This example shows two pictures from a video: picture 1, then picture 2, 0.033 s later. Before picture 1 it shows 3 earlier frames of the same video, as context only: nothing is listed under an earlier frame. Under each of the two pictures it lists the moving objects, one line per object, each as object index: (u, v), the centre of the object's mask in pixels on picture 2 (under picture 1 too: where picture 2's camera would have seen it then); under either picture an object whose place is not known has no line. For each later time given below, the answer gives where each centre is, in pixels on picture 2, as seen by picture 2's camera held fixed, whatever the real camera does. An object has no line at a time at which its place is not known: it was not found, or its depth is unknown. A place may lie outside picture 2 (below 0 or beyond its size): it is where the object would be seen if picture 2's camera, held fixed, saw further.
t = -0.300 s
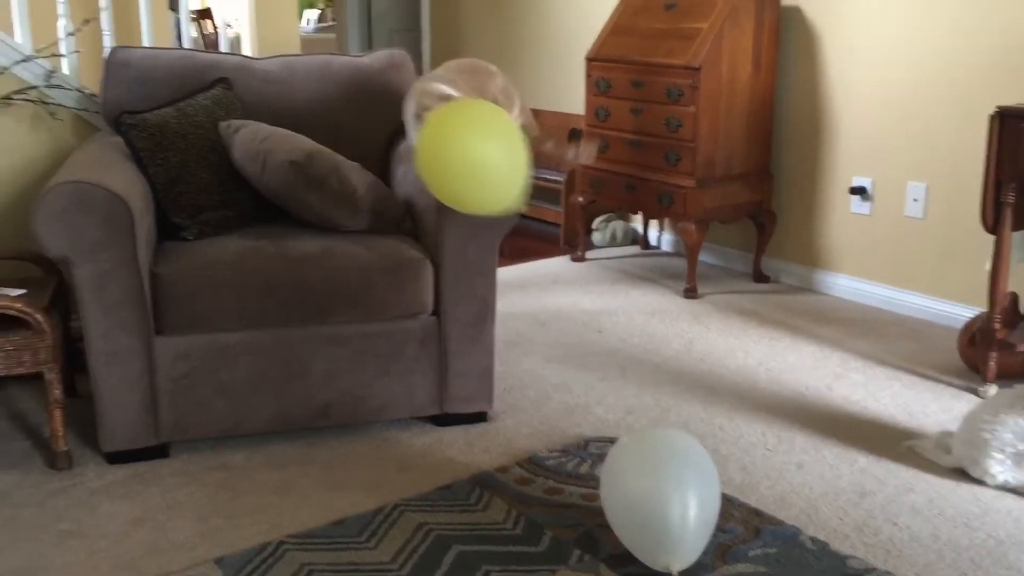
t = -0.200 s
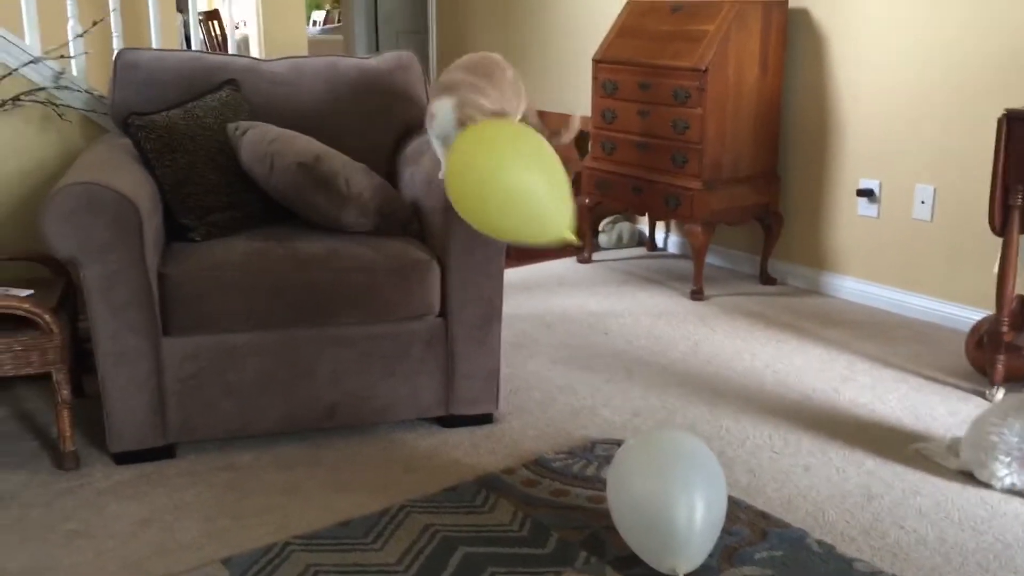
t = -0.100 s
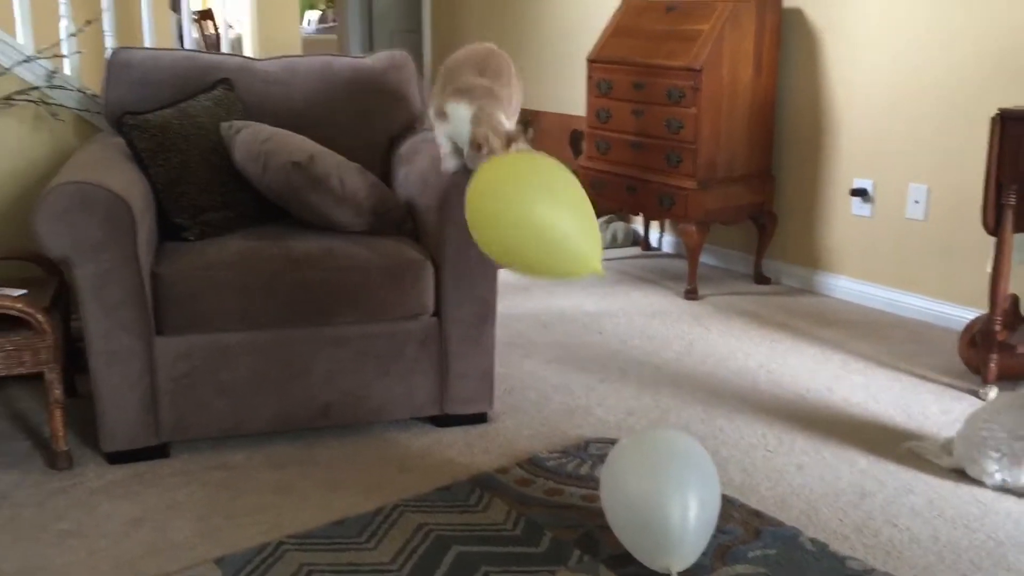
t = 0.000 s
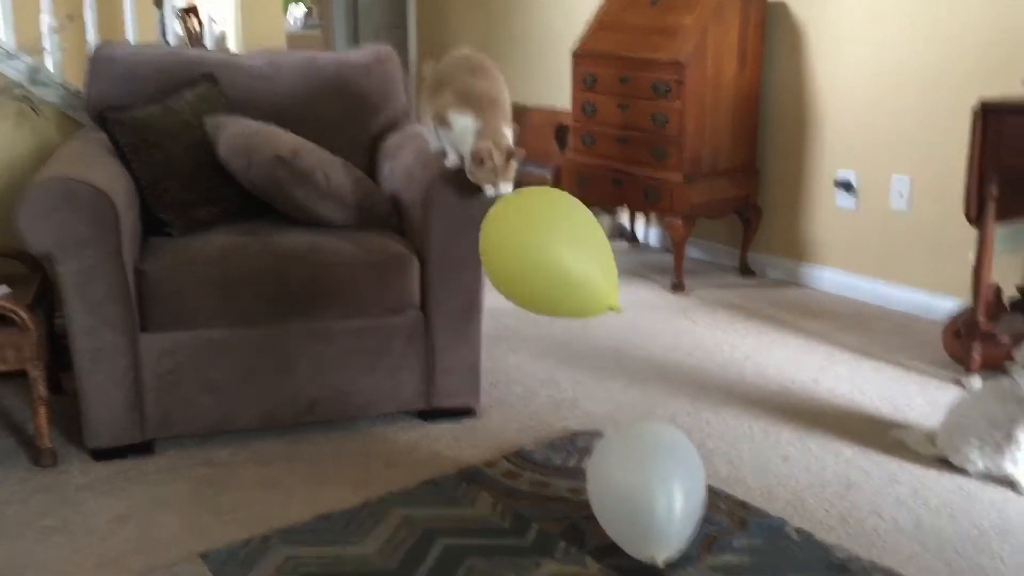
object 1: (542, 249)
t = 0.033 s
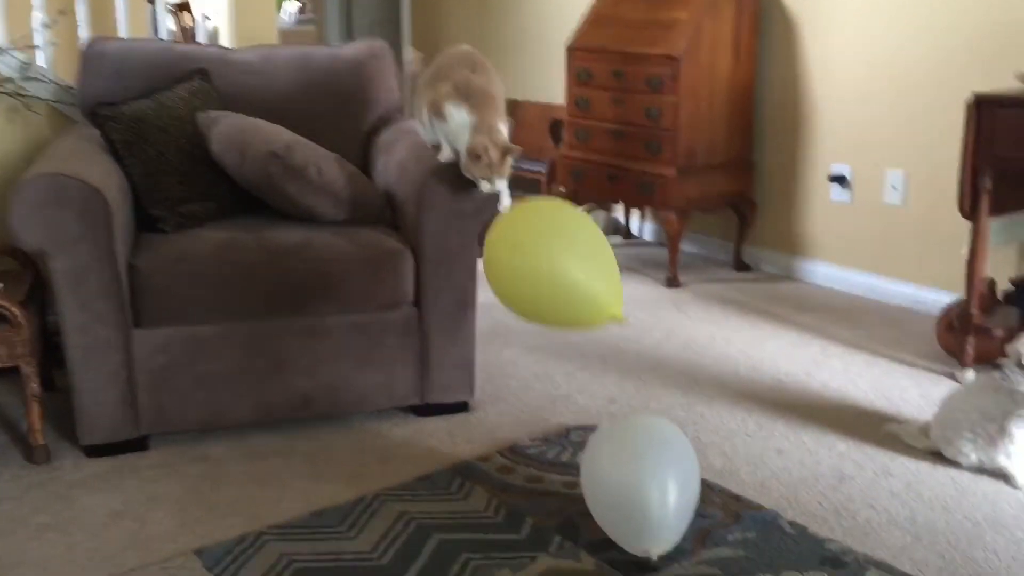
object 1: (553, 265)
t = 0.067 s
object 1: (563, 282)
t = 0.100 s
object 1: (573, 302)
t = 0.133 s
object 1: (584, 322)
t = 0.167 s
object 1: (594, 343)
